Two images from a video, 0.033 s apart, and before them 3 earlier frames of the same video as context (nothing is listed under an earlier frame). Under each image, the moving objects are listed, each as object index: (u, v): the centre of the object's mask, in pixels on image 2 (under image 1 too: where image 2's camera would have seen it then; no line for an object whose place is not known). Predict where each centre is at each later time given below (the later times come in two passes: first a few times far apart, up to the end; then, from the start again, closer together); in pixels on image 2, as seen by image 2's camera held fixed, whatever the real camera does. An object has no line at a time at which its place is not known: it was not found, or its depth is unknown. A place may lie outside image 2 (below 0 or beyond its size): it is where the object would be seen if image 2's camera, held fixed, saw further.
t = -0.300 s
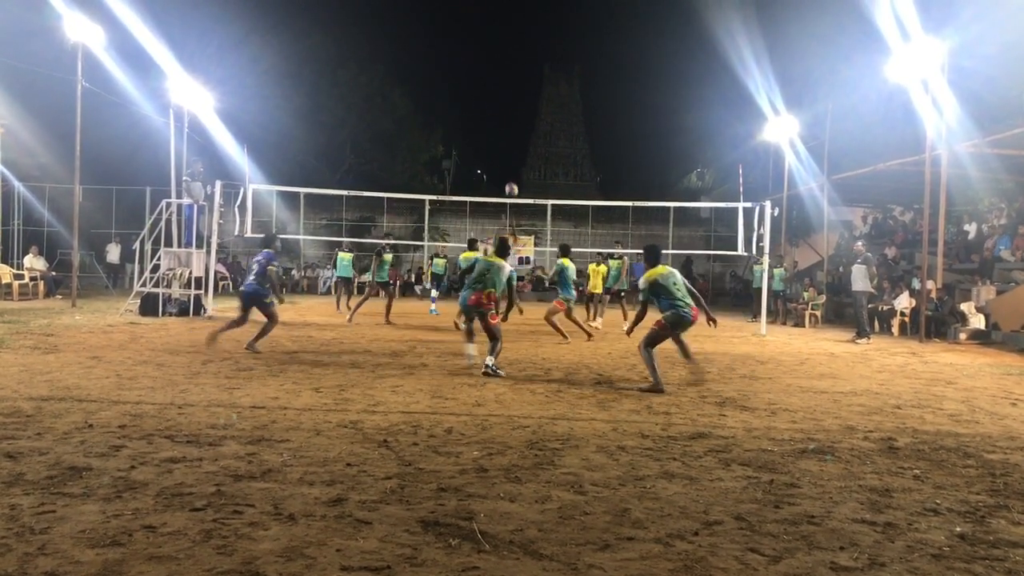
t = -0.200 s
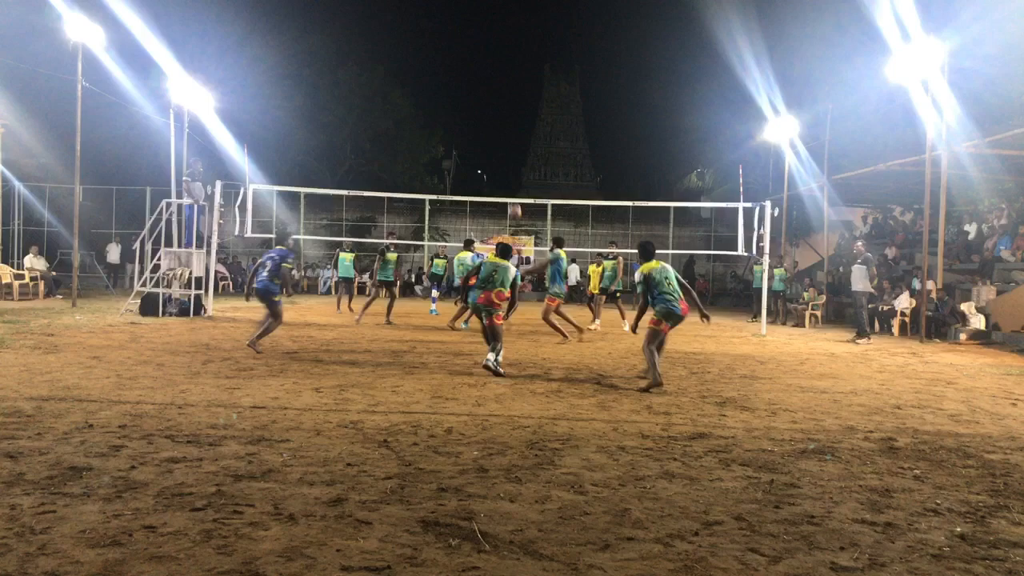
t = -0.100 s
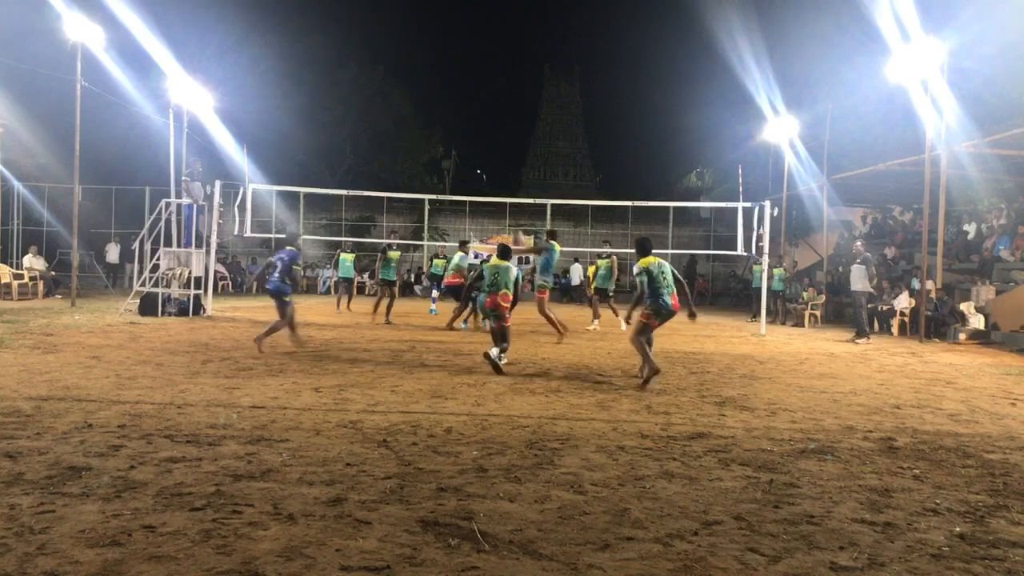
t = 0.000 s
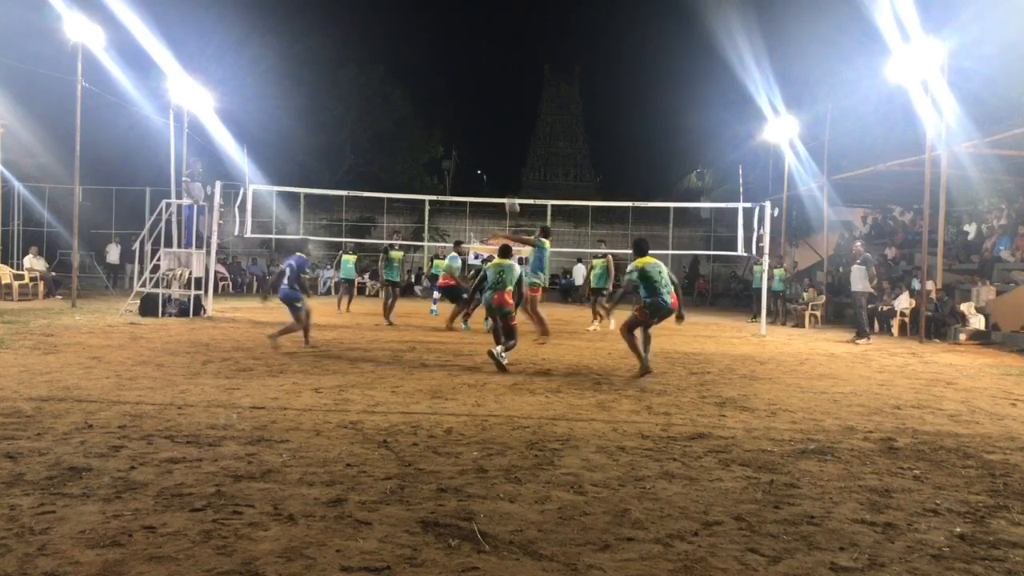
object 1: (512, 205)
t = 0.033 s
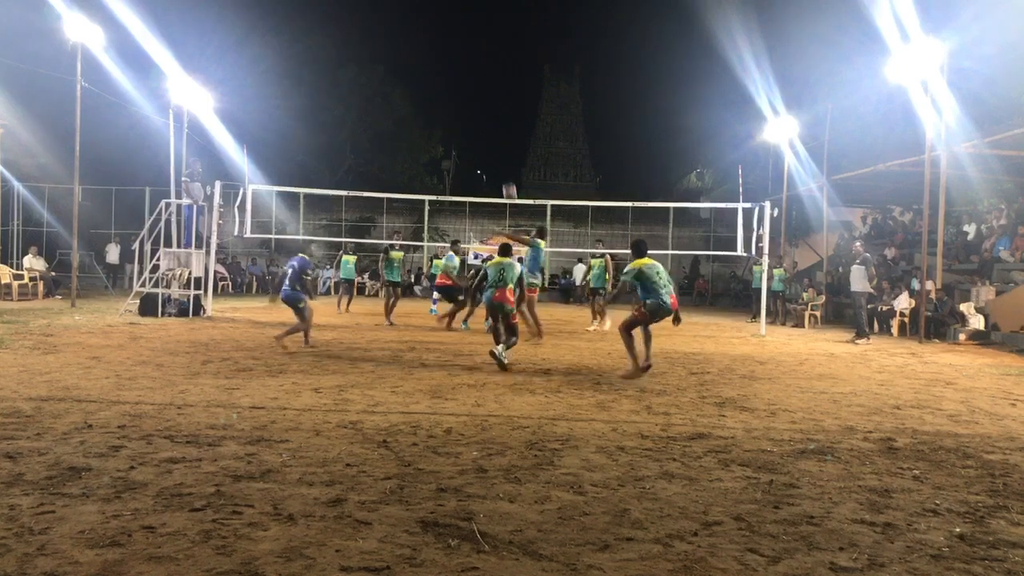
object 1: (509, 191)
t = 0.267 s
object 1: (495, 122)
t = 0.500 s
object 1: (480, 86)
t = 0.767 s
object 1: (460, 85)
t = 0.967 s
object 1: (445, 114)
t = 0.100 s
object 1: (506, 169)
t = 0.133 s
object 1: (504, 158)
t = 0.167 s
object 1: (502, 147)
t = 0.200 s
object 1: (500, 138)
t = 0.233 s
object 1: (498, 129)
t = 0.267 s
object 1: (495, 122)
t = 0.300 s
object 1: (493, 115)
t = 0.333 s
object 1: (491, 108)
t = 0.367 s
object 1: (489, 102)
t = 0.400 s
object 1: (486, 97)
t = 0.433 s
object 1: (484, 92)
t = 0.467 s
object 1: (482, 88)
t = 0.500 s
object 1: (480, 86)
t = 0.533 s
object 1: (477, 83)
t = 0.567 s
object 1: (475, 81)
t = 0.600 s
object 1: (472, 80)
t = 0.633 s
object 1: (470, 80)
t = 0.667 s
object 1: (468, 80)
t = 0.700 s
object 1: (465, 81)
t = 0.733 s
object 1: (463, 83)
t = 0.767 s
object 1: (460, 85)
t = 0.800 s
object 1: (457, 89)
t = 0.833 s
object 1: (455, 93)
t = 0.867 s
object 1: (452, 97)
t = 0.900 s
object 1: (450, 102)
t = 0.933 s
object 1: (447, 108)
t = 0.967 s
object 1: (445, 114)
